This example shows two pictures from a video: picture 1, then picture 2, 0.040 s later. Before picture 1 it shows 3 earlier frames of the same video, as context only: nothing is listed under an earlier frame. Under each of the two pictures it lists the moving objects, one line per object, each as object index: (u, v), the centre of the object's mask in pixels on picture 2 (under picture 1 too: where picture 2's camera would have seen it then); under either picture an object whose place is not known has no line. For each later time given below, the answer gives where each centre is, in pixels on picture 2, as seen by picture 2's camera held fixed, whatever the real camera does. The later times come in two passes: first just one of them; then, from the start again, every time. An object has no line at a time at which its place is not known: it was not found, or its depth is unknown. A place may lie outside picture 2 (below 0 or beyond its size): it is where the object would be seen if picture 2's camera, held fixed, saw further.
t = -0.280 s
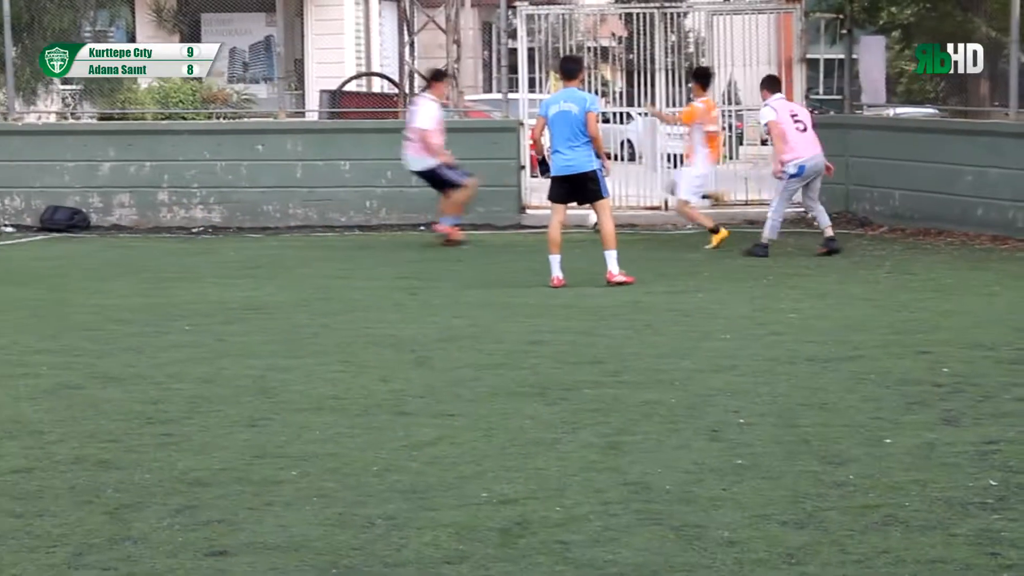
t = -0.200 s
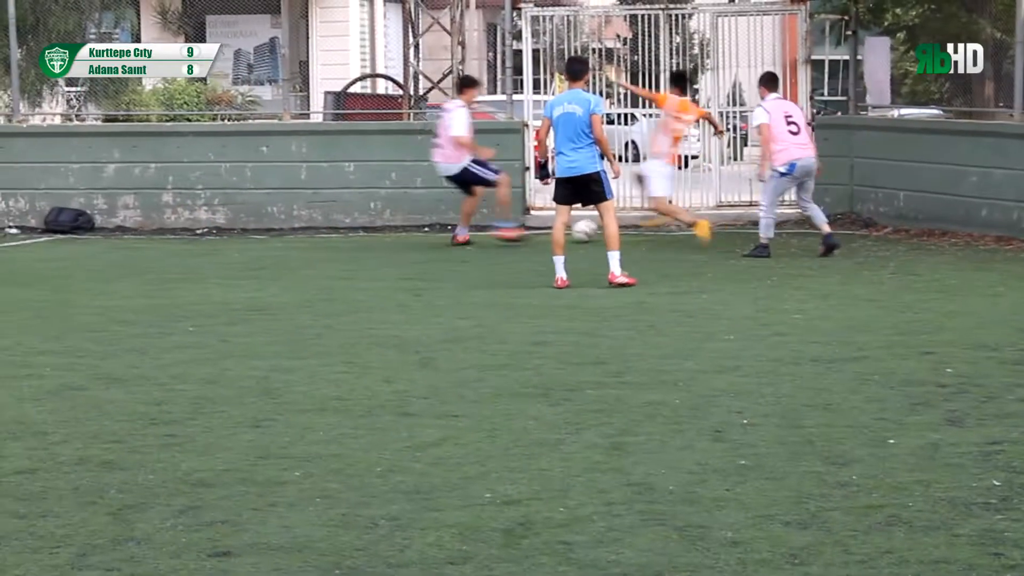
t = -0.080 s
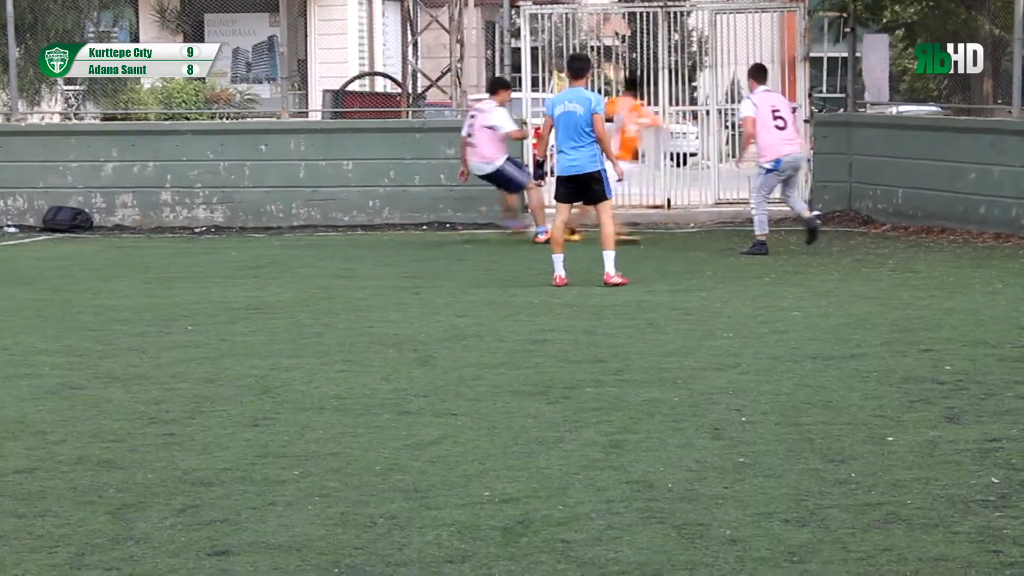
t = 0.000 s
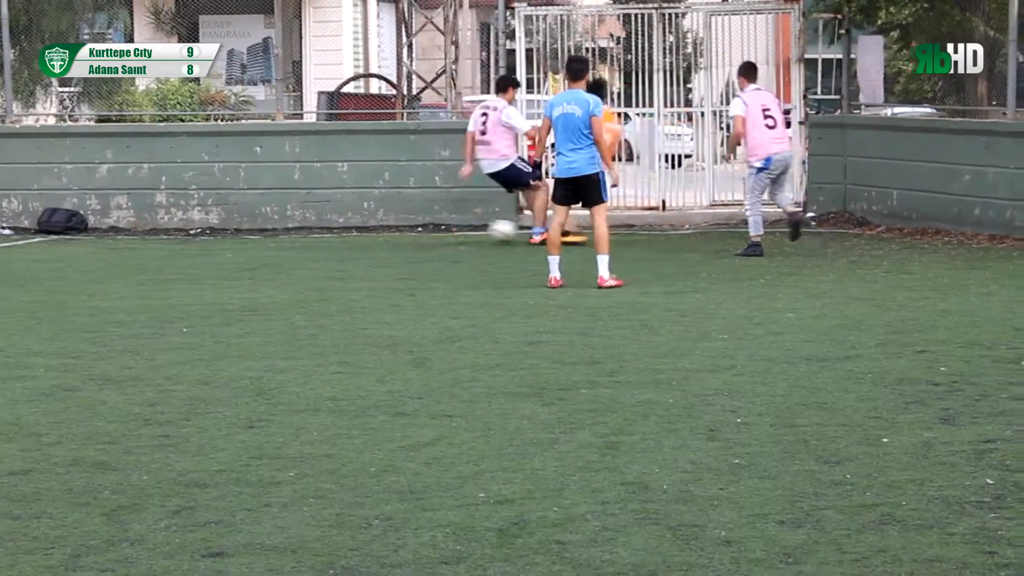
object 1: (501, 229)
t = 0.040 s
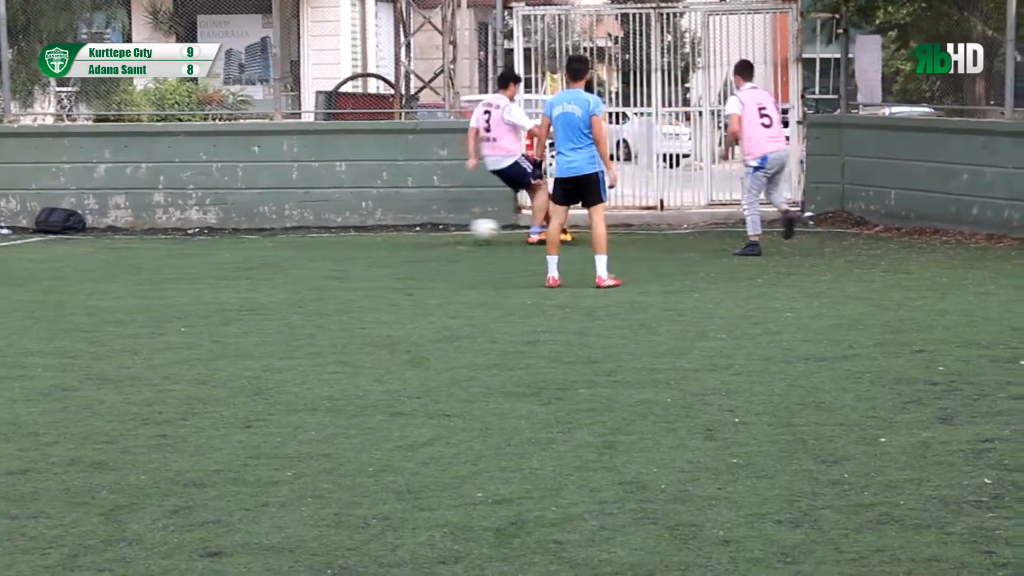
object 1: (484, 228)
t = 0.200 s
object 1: (424, 229)
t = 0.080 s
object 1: (467, 230)
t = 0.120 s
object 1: (449, 234)
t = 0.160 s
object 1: (433, 234)
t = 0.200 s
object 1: (424, 229)
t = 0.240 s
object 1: (415, 227)
